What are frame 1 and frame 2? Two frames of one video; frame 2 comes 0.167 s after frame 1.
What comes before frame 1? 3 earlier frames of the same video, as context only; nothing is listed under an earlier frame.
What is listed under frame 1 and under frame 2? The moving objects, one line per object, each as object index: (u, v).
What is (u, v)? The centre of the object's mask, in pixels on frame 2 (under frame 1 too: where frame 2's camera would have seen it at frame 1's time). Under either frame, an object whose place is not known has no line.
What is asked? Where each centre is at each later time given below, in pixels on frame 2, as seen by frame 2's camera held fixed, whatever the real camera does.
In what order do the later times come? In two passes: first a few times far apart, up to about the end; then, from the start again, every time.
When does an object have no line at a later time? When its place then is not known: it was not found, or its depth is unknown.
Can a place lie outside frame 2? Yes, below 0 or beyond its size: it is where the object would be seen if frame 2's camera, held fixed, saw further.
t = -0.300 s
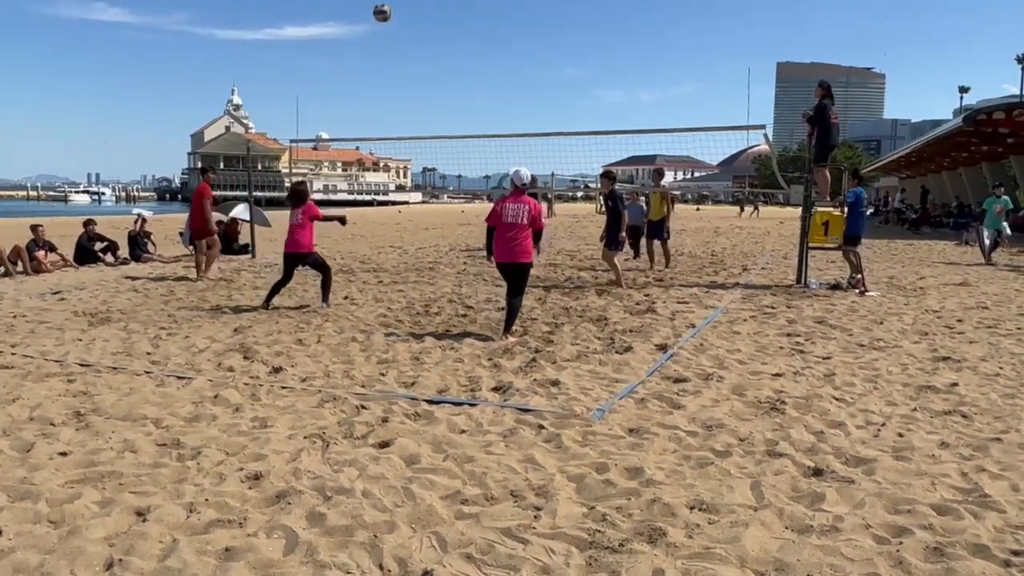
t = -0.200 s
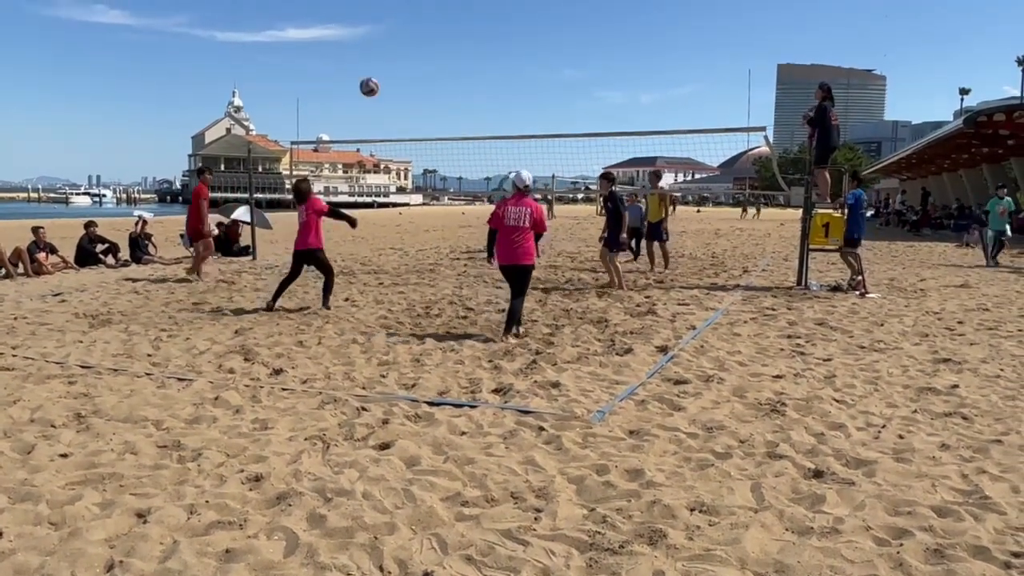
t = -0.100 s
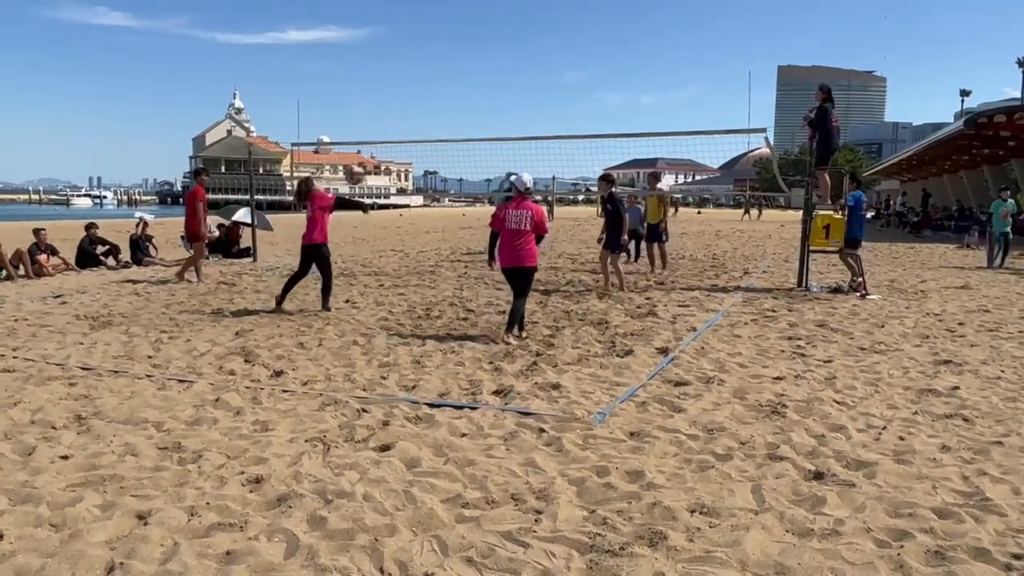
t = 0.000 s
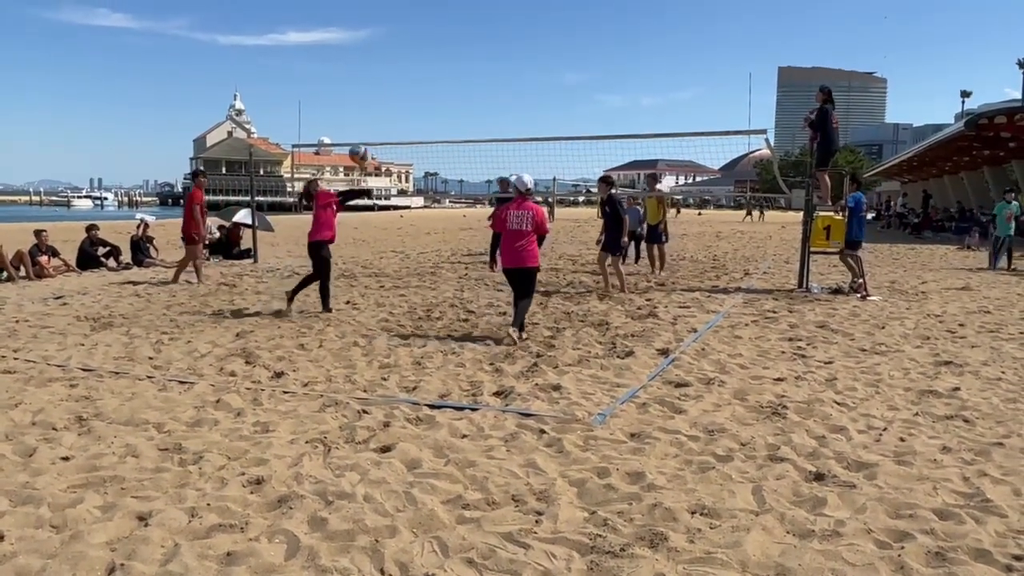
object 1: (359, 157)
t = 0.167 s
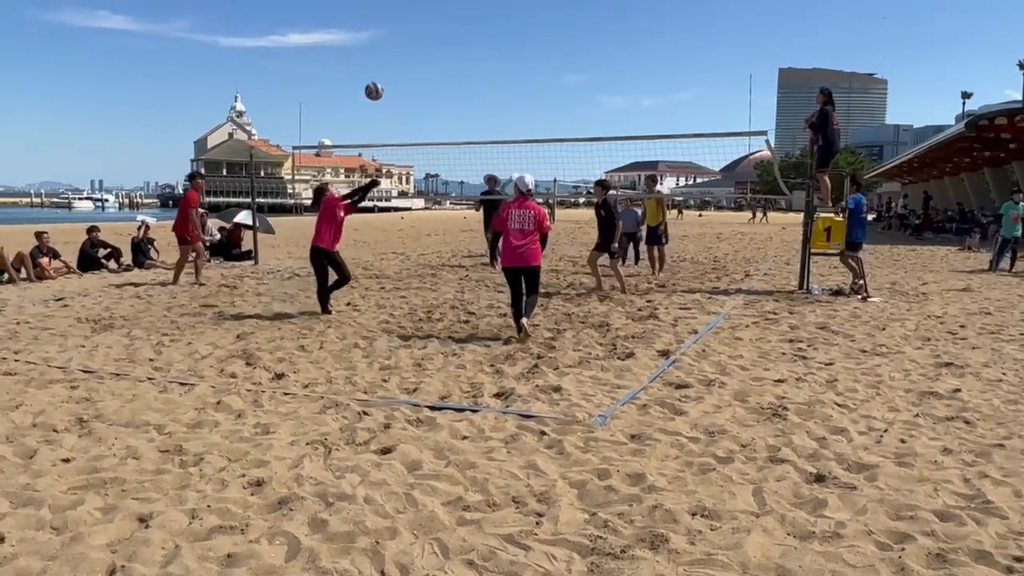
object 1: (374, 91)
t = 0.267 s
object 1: (382, 66)
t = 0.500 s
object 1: (401, 43)
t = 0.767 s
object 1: (420, 64)
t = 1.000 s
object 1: (437, 115)
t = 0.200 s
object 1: (377, 81)
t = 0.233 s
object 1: (380, 73)
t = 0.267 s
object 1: (382, 66)
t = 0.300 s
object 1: (385, 60)
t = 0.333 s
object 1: (387, 55)
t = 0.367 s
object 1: (390, 51)
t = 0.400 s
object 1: (393, 48)
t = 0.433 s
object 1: (395, 45)
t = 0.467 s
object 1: (398, 43)
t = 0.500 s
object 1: (401, 43)
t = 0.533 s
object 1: (403, 43)
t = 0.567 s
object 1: (405, 44)
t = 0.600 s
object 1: (408, 45)
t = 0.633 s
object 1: (410, 48)
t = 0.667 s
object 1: (412, 51)
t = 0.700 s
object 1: (415, 55)
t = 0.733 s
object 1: (417, 59)
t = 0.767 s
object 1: (420, 64)
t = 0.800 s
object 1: (423, 69)
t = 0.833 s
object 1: (425, 76)
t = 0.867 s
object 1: (427, 82)
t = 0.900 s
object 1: (430, 89)
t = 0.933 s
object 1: (432, 98)
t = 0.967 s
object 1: (435, 106)
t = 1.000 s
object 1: (437, 115)
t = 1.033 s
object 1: (439, 125)
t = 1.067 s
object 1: (442, 135)
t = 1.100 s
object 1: (444, 145)
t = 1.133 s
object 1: (446, 156)
